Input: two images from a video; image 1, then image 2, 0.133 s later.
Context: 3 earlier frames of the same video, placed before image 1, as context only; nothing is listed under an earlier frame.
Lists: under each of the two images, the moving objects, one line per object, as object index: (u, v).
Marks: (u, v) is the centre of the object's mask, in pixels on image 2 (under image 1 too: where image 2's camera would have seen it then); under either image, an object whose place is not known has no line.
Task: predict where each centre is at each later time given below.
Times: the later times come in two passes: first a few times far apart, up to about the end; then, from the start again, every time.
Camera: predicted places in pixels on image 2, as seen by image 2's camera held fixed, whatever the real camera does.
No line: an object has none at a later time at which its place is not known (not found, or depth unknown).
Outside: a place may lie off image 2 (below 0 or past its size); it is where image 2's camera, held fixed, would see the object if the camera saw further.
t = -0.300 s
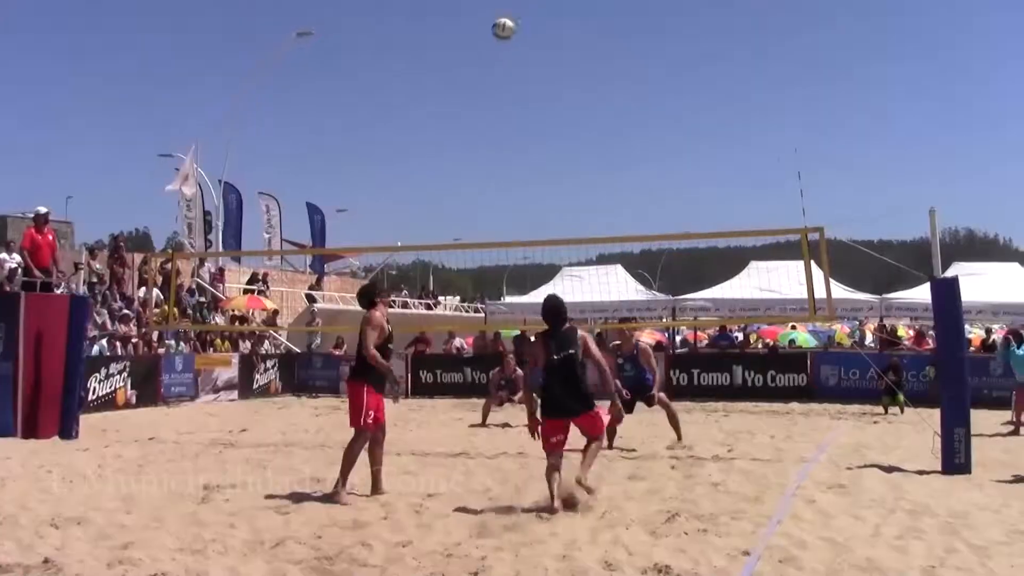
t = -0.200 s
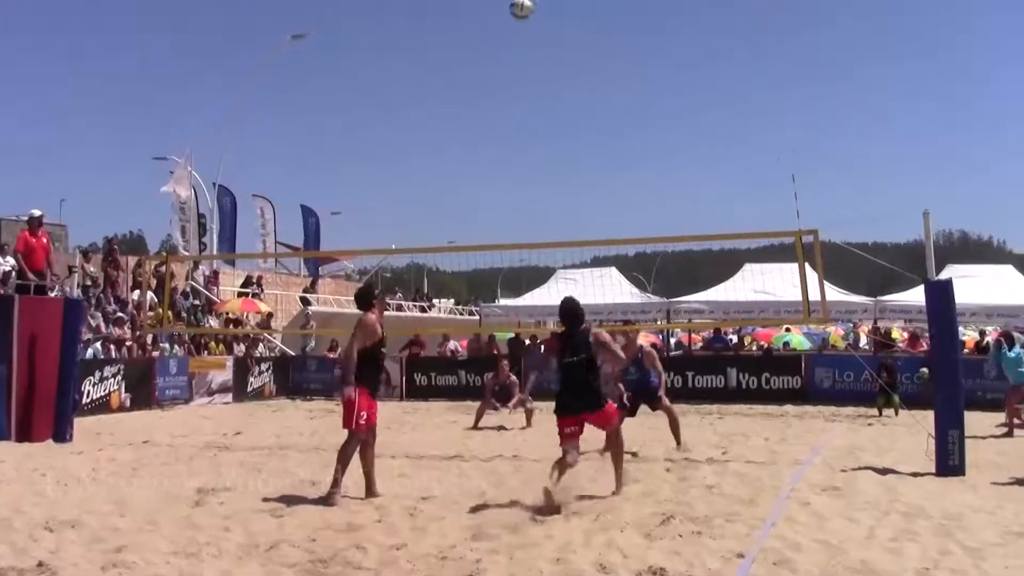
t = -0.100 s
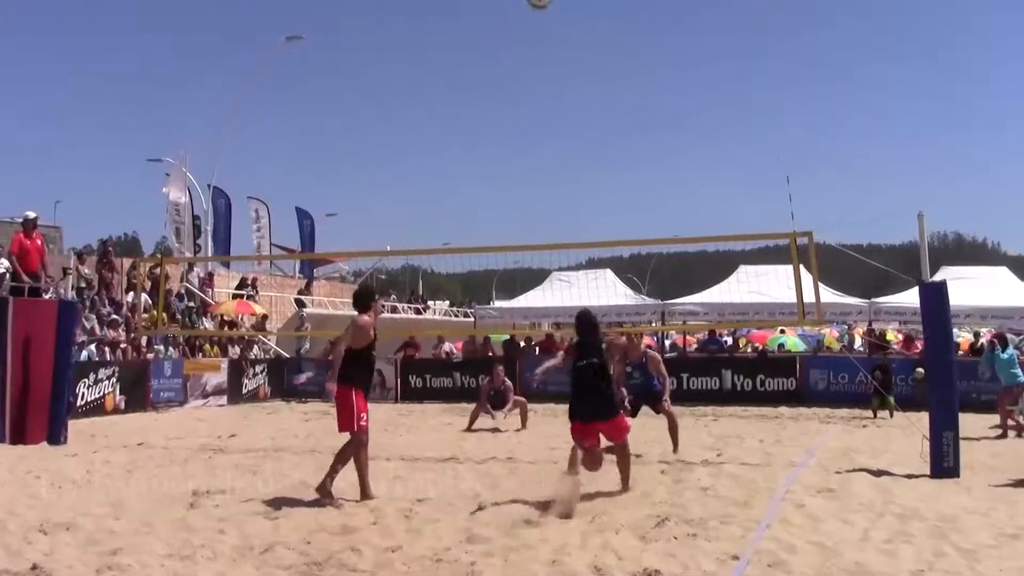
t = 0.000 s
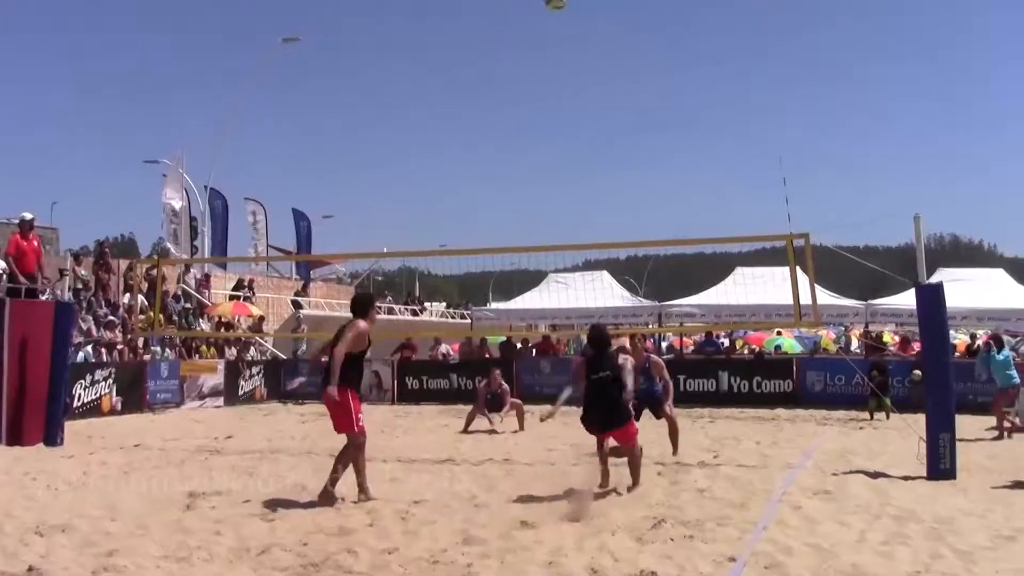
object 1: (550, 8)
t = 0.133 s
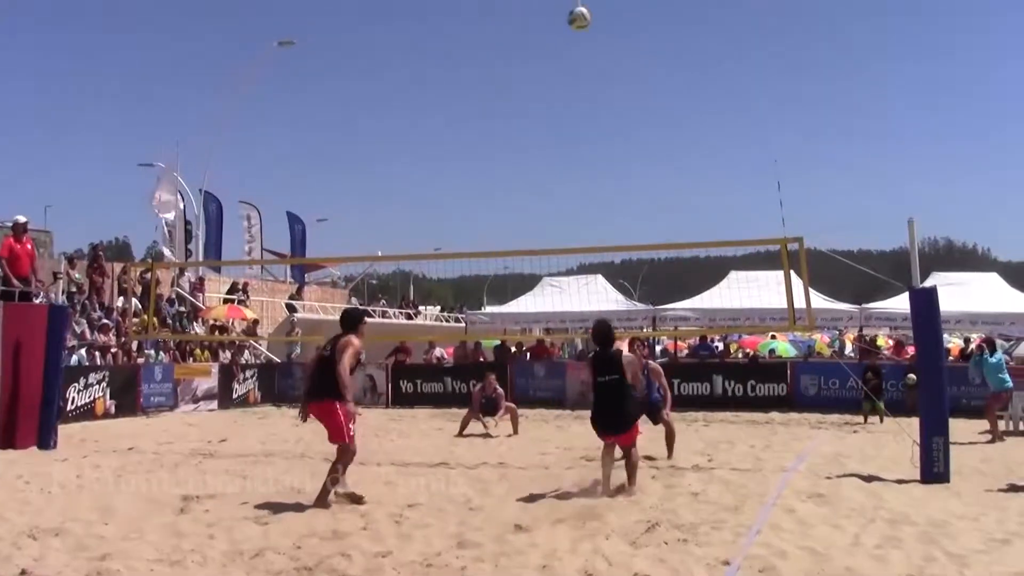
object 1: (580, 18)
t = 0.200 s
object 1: (593, 32)
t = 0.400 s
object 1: (629, 99)
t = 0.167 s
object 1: (586, 25)
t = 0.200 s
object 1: (593, 32)
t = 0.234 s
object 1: (599, 41)
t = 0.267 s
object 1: (606, 50)
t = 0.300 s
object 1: (611, 61)
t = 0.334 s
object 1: (617, 73)
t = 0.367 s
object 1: (623, 85)
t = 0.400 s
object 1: (629, 99)
